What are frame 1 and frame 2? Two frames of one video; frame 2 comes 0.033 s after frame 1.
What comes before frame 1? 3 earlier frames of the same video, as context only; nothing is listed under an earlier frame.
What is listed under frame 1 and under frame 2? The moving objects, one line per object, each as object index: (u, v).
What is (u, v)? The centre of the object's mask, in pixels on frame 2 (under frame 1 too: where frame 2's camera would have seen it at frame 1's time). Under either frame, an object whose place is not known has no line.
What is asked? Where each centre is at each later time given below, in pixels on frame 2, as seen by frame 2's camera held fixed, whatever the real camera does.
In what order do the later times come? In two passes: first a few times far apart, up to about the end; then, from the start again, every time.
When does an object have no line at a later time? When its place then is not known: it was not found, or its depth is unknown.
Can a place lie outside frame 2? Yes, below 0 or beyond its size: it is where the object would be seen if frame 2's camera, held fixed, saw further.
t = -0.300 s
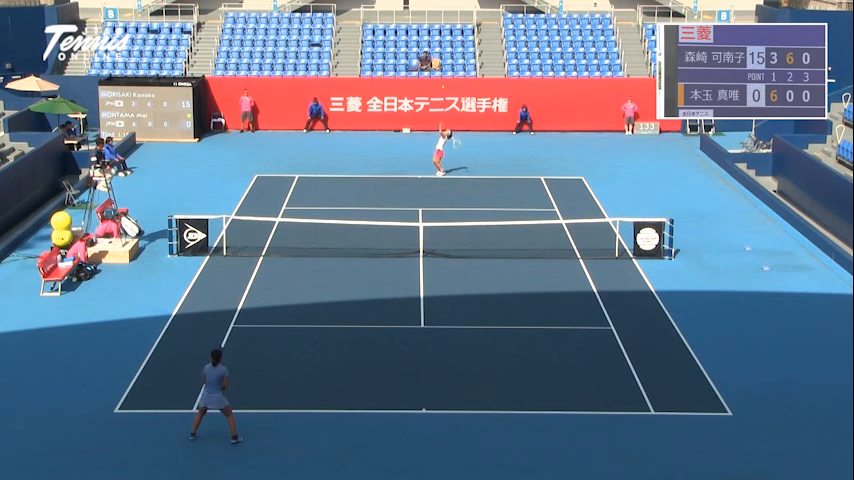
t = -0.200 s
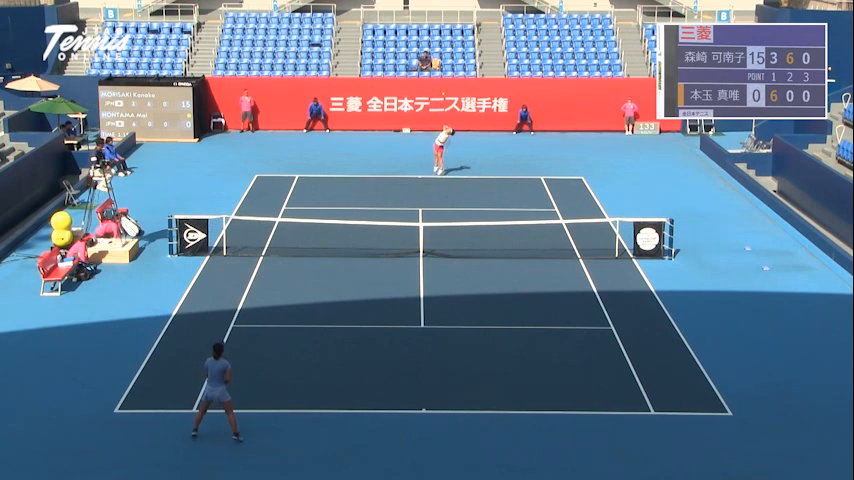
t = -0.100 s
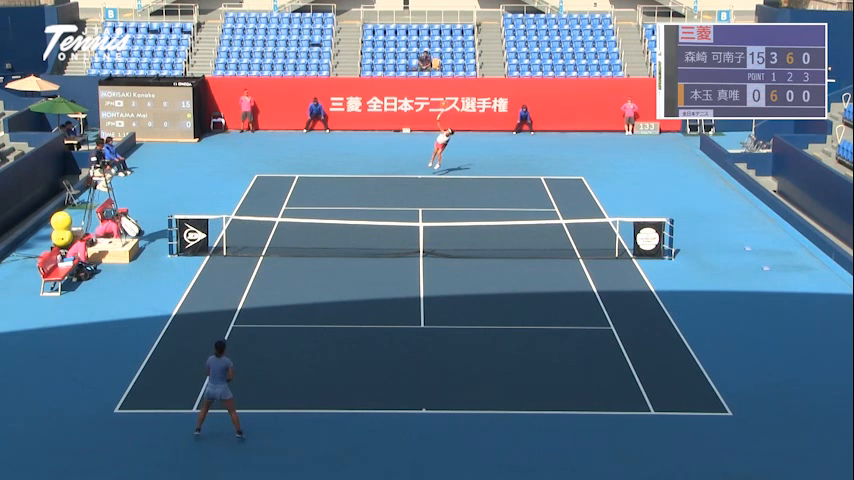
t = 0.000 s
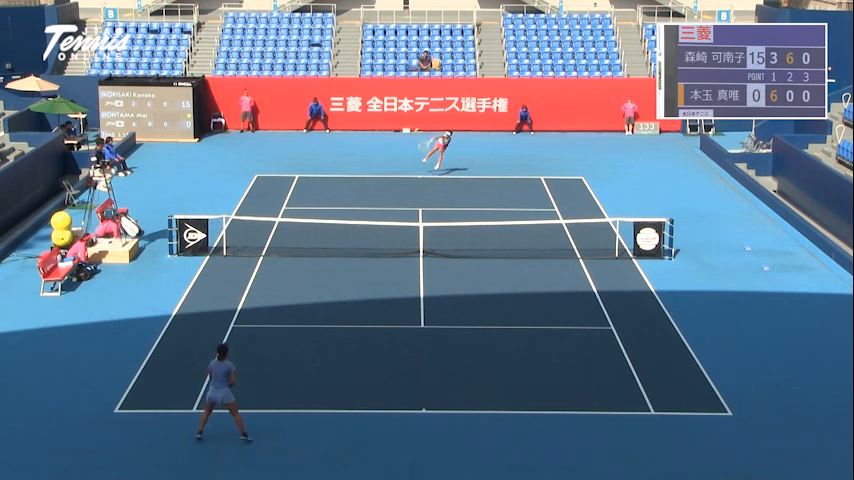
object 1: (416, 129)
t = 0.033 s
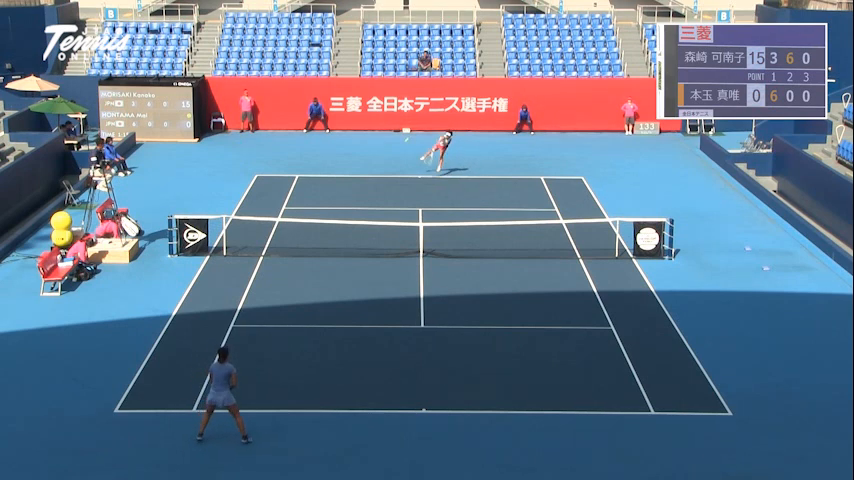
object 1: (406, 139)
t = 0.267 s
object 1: (339, 227)
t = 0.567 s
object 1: (316, 249)
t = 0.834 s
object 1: (301, 234)
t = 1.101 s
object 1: (287, 239)
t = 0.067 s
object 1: (397, 150)
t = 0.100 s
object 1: (387, 161)
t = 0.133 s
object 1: (378, 173)
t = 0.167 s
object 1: (367, 187)
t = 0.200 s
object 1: (357, 200)
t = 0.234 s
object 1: (347, 215)
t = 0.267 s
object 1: (339, 227)
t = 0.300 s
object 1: (334, 234)
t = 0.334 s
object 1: (330, 238)
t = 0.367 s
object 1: (328, 242)
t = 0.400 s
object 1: (326, 243)
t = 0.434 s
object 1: (324, 245)
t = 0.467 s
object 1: (322, 246)
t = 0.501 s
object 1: (319, 250)
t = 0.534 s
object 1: (317, 252)
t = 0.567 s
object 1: (316, 249)
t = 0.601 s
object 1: (314, 245)
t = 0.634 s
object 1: (312, 243)
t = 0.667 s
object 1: (310, 240)
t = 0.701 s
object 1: (308, 237)
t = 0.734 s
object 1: (306, 236)
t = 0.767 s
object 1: (305, 235)
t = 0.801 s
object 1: (303, 234)
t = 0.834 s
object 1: (301, 234)
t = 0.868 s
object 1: (299, 234)
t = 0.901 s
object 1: (297, 234)
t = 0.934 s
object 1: (295, 235)
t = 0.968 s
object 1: (294, 236)
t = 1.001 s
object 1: (292, 238)
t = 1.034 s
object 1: (290, 240)
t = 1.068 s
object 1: (289, 241)
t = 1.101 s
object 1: (287, 239)
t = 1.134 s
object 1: (285, 236)
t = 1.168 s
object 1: (283, 235)
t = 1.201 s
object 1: (282, 233)
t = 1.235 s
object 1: (280, 231)
